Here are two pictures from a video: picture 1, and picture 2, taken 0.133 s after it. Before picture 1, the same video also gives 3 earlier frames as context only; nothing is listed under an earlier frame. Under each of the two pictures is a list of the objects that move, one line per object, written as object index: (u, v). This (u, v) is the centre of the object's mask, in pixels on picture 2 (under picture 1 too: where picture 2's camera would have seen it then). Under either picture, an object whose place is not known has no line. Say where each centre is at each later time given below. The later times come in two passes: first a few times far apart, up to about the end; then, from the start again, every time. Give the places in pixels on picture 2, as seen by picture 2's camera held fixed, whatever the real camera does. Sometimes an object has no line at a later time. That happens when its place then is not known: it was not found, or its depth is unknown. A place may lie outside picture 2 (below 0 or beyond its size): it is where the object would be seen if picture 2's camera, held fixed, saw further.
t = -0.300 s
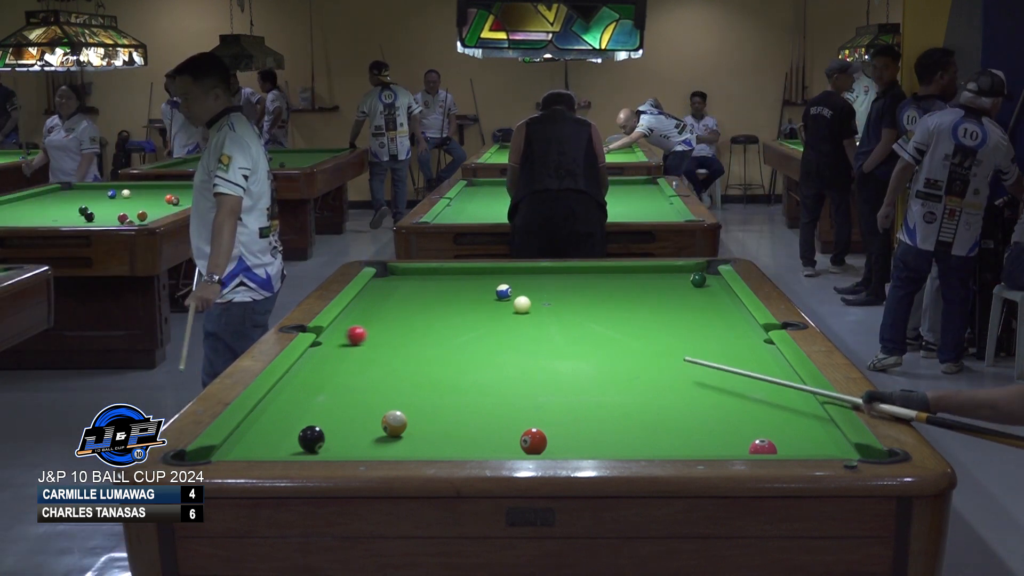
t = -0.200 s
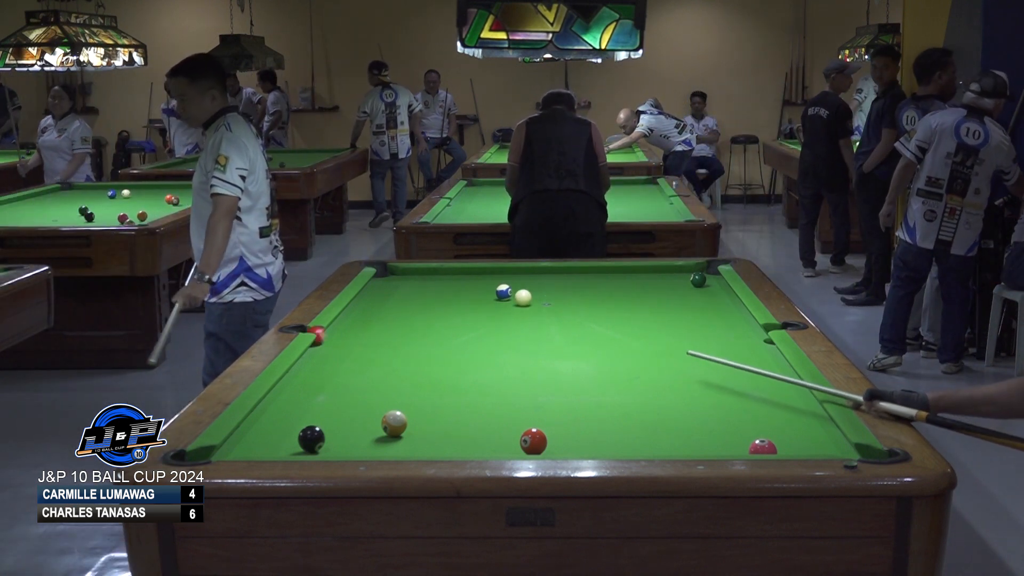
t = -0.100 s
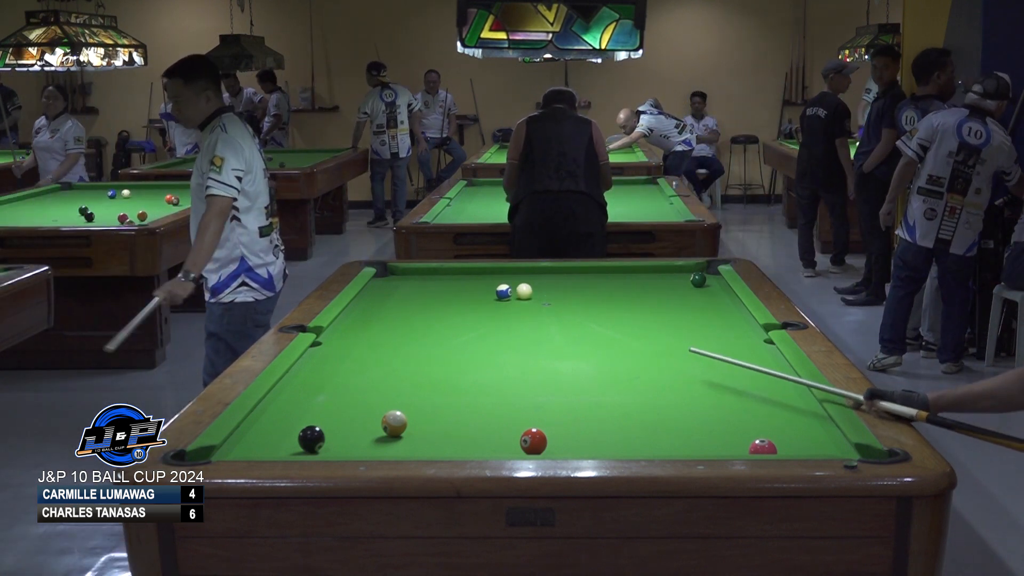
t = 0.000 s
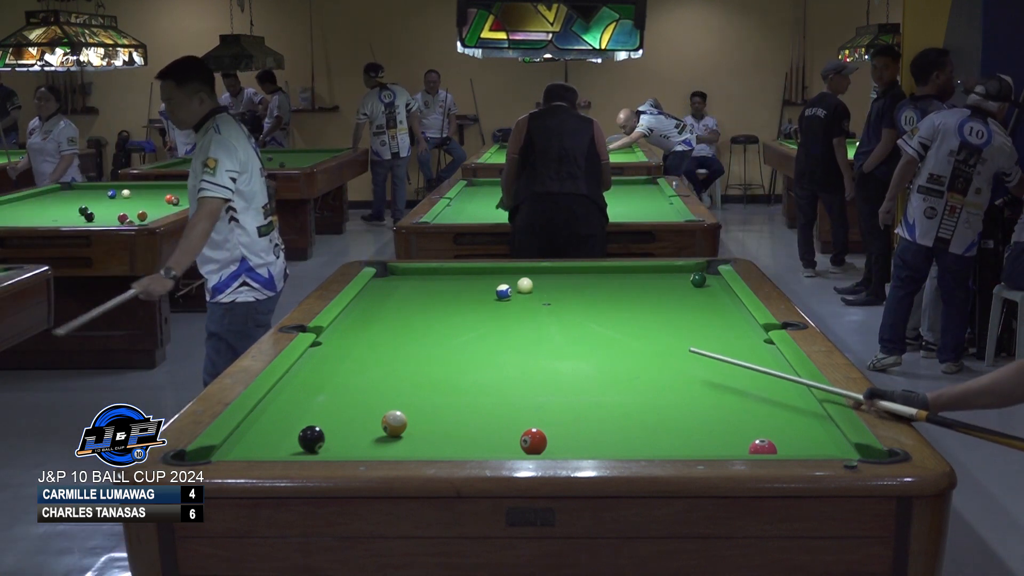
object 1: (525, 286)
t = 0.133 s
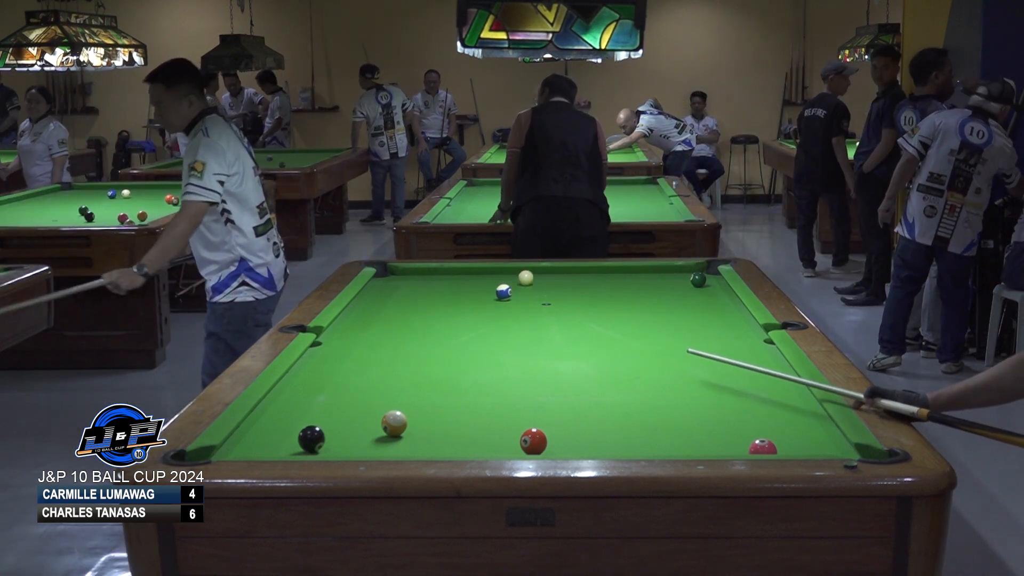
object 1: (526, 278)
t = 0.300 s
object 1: (527, 270)
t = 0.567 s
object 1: (550, 276)
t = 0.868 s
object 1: (577, 283)
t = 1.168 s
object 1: (605, 290)
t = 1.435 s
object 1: (630, 296)
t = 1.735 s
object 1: (659, 303)
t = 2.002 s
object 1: (686, 310)
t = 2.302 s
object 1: (717, 318)
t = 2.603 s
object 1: (747, 325)
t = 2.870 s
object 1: (745, 331)
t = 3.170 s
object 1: (739, 337)
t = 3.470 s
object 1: (733, 342)
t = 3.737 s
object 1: (728, 346)
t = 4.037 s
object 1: (723, 351)
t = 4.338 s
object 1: (719, 356)
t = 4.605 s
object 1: (716, 359)
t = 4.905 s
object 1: (714, 362)
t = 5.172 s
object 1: (712, 365)
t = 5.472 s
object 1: (711, 368)
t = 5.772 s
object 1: (711, 369)
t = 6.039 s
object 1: (712, 370)
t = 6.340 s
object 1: (713, 371)
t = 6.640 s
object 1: (713, 371)
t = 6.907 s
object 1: (713, 371)
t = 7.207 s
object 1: (713, 371)
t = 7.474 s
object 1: (713, 371)
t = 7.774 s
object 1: (713, 371)
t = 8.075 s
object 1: (713, 371)
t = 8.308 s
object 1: (713, 371)
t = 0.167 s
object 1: (526, 276)
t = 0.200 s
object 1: (526, 275)
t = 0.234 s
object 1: (526, 273)
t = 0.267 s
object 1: (526, 271)
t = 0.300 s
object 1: (527, 270)
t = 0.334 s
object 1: (529, 270)
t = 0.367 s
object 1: (532, 271)
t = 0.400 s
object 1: (535, 272)
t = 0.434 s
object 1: (538, 273)
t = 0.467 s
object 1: (541, 274)
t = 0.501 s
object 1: (544, 274)
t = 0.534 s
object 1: (547, 275)
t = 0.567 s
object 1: (550, 276)
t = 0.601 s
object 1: (553, 277)
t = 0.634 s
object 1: (556, 277)
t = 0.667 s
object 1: (559, 278)
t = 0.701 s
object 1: (562, 279)
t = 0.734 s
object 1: (565, 280)
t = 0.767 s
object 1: (568, 280)
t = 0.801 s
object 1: (571, 281)
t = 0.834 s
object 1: (574, 282)
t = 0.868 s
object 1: (577, 283)
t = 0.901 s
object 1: (580, 283)
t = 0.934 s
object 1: (583, 284)
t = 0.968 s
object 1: (586, 285)
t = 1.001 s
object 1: (589, 286)
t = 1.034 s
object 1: (592, 287)
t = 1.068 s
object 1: (596, 287)
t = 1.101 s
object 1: (599, 288)
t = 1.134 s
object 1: (602, 289)
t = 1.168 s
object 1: (605, 290)
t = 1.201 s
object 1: (608, 291)
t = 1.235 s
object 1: (611, 291)
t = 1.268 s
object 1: (614, 292)
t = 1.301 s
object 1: (617, 293)
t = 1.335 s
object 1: (621, 293)
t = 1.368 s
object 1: (624, 294)
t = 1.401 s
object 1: (627, 295)
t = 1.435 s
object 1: (630, 296)
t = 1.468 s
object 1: (633, 297)
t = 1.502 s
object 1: (636, 298)
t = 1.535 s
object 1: (640, 299)
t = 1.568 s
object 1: (643, 299)
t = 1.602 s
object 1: (646, 300)
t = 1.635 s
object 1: (650, 301)
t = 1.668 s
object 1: (653, 302)
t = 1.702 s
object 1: (656, 302)
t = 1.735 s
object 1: (659, 303)
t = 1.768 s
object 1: (663, 304)
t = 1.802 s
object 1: (666, 305)
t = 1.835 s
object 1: (669, 306)
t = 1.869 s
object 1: (673, 307)
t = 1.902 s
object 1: (676, 308)
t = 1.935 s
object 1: (680, 308)
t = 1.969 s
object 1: (683, 309)
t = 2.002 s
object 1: (686, 310)
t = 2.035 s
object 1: (690, 311)
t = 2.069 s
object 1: (693, 312)
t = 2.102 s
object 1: (696, 313)
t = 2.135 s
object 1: (700, 313)
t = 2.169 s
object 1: (703, 314)
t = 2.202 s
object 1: (706, 315)
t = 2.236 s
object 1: (710, 316)
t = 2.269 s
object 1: (713, 317)
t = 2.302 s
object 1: (717, 318)
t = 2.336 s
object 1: (720, 318)
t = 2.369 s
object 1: (723, 319)
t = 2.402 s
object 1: (727, 320)
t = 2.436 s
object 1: (730, 321)
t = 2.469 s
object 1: (734, 322)
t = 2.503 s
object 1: (737, 323)
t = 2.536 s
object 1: (741, 324)
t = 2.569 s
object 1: (744, 325)
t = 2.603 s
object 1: (747, 325)
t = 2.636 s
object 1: (751, 326)
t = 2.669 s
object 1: (750, 327)
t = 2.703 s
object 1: (749, 327)
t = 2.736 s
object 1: (748, 328)
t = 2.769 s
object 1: (748, 329)
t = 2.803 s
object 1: (747, 330)
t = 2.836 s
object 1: (746, 330)
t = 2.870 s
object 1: (745, 331)
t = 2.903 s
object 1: (745, 331)
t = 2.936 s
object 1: (744, 332)
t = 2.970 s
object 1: (743, 333)
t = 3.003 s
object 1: (742, 333)
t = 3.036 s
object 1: (742, 334)
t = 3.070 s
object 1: (741, 335)
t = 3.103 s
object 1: (740, 335)
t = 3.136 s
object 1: (740, 336)
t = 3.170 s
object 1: (739, 337)
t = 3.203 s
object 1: (738, 337)
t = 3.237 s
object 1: (737, 338)
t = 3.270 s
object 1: (737, 338)
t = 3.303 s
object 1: (736, 339)
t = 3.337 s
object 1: (735, 340)
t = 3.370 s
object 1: (735, 340)
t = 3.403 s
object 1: (734, 341)
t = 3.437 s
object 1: (733, 341)
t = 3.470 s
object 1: (733, 342)
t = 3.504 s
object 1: (732, 342)
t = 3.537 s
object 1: (731, 343)
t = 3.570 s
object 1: (731, 344)
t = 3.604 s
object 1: (730, 344)
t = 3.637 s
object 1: (730, 345)
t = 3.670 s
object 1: (729, 345)
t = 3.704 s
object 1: (728, 346)
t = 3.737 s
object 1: (728, 346)
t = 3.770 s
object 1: (727, 347)
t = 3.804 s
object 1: (727, 348)
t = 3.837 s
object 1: (726, 348)
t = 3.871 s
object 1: (726, 349)
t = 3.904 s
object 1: (725, 349)
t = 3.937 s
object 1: (725, 350)
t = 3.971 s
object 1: (724, 350)
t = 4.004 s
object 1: (724, 351)
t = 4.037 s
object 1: (723, 351)
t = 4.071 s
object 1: (723, 352)
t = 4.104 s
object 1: (722, 352)
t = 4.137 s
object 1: (722, 353)
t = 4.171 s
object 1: (722, 353)
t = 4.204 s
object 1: (721, 354)
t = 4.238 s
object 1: (721, 354)
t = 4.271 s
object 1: (720, 355)
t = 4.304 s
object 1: (720, 355)
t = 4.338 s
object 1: (719, 356)
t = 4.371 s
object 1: (719, 356)
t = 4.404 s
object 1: (718, 356)
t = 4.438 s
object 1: (718, 357)
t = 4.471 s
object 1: (718, 357)
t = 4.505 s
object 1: (717, 358)
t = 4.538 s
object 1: (717, 358)
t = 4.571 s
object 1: (717, 359)
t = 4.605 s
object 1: (716, 359)
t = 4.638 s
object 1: (716, 359)
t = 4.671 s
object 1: (716, 360)
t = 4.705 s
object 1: (715, 360)
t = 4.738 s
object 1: (715, 361)
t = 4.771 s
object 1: (715, 361)
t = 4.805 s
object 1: (714, 361)
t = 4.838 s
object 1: (714, 362)
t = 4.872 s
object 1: (714, 362)
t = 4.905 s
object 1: (714, 362)
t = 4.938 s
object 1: (714, 363)
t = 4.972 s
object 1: (714, 363)
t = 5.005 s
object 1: (713, 364)
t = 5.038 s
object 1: (713, 364)
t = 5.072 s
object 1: (713, 364)
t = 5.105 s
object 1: (713, 365)
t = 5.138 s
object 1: (713, 365)
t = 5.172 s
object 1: (712, 365)
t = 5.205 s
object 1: (712, 365)
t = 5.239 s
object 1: (712, 366)
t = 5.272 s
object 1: (712, 366)
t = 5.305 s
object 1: (712, 366)
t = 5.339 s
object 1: (712, 367)
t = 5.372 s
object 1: (712, 367)
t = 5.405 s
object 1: (711, 367)
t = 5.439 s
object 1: (711, 367)
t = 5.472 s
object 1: (711, 368)
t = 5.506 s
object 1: (711, 368)
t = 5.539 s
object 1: (711, 368)
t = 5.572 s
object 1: (711, 368)
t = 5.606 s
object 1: (711, 368)
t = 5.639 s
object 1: (711, 369)
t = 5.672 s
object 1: (711, 369)
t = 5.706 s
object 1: (711, 369)
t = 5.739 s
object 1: (711, 369)
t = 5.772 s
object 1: (711, 369)
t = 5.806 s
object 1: (711, 369)
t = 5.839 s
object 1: (711, 370)
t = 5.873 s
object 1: (711, 370)
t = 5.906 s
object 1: (711, 370)
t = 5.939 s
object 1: (711, 370)
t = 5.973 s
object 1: (712, 370)
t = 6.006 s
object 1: (712, 370)
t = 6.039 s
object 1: (712, 370)
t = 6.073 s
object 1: (712, 370)
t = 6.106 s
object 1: (712, 370)
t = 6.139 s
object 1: (712, 370)
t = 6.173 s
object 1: (712, 370)
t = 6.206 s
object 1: (712, 371)
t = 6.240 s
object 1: (712, 371)
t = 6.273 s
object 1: (712, 371)
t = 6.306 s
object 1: (713, 371)
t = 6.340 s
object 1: (713, 371)
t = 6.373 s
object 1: (713, 371)
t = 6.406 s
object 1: (713, 371)
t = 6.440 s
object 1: (713, 371)
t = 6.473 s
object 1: (713, 371)
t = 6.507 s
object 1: (713, 371)
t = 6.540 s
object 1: (713, 371)
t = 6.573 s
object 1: (713, 371)
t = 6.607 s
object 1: (713, 371)
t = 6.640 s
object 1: (713, 371)
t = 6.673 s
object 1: (713, 371)
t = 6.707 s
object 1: (713, 371)
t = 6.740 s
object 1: (713, 371)
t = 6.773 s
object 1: (713, 371)
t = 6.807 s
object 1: (713, 371)
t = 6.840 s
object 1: (713, 371)
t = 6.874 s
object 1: (713, 371)
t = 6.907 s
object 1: (713, 371)
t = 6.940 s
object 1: (712, 371)
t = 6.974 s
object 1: (713, 371)
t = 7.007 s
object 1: (713, 371)
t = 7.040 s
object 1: (713, 371)
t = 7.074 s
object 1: (713, 371)
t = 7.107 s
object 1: (713, 371)
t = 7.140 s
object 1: (713, 371)
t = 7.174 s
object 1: (713, 371)
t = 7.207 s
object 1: (713, 371)
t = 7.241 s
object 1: (713, 371)
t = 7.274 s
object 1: (713, 371)
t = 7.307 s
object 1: (713, 371)
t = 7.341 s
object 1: (713, 371)
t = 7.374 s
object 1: (713, 371)
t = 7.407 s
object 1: (713, 371)
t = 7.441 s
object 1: (713, 371)
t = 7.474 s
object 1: (713, 371)
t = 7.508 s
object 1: (713, 371)
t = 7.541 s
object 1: (712, 371)
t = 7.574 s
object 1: (713, 371)
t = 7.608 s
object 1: (713, 371)
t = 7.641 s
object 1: (713, 371)
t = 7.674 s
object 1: (713, 371)
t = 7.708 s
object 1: (713, 371)
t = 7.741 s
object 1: (713, 371)
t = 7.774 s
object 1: (713, 371)
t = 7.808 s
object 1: (713, 371)
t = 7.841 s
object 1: (713, 371)
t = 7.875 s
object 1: (712, 371)
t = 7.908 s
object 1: (713, 371)
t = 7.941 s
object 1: (713, 371)
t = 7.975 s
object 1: (713, 371)
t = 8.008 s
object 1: (713, 371)
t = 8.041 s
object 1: (713, 371)
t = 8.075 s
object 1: (713, 371)
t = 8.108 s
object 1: (713, 371)
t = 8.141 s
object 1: (713, 371)
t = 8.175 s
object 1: (713, 371)
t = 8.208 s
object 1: (713, 371)
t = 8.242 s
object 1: (713, 371)
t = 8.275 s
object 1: (713, 371)
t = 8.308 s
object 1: (713, 371)
